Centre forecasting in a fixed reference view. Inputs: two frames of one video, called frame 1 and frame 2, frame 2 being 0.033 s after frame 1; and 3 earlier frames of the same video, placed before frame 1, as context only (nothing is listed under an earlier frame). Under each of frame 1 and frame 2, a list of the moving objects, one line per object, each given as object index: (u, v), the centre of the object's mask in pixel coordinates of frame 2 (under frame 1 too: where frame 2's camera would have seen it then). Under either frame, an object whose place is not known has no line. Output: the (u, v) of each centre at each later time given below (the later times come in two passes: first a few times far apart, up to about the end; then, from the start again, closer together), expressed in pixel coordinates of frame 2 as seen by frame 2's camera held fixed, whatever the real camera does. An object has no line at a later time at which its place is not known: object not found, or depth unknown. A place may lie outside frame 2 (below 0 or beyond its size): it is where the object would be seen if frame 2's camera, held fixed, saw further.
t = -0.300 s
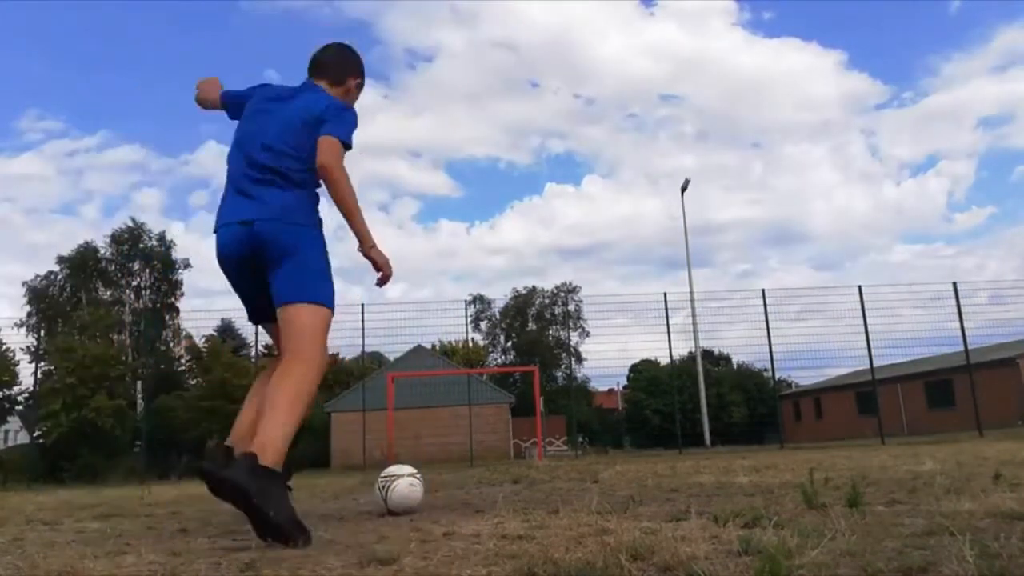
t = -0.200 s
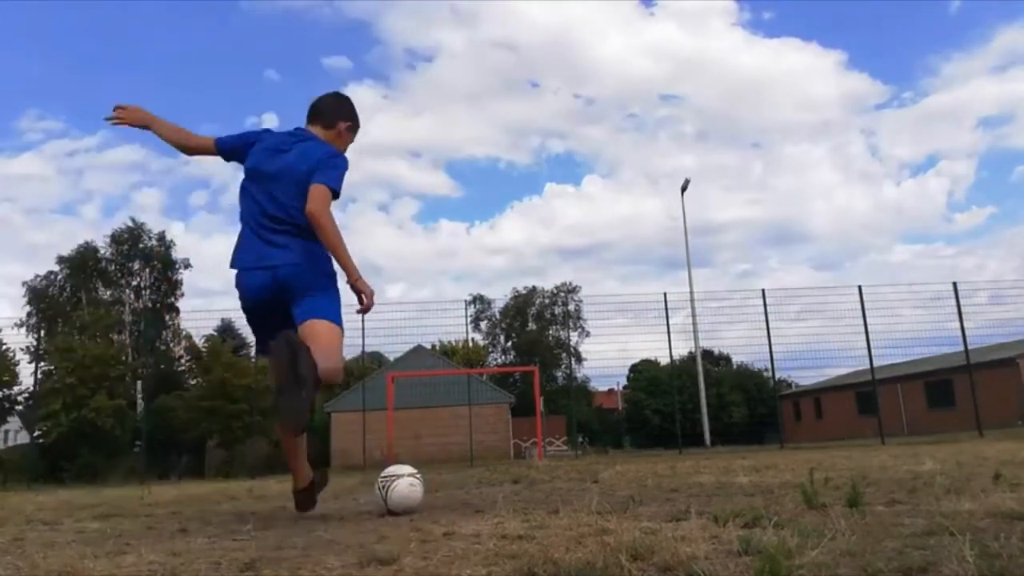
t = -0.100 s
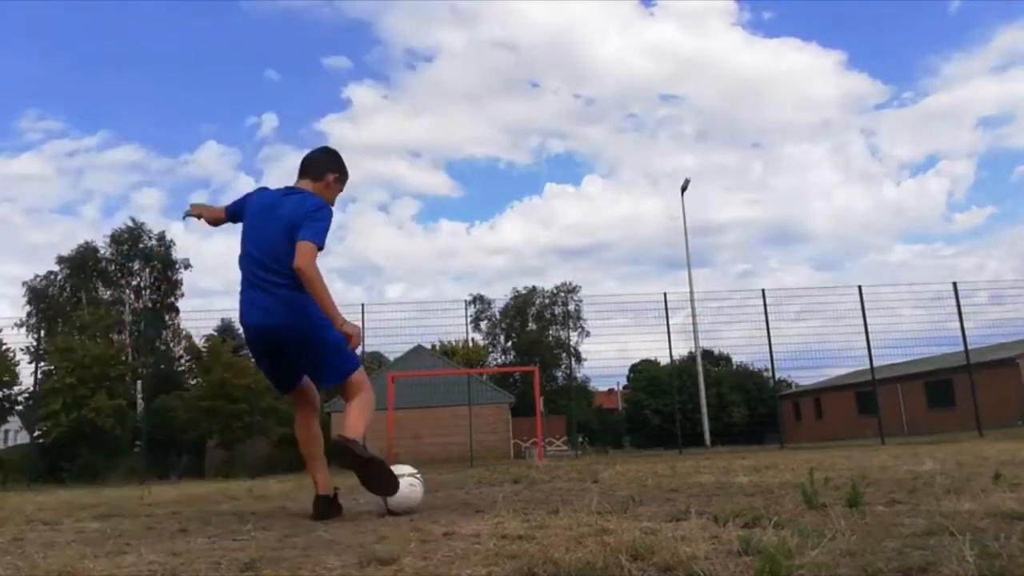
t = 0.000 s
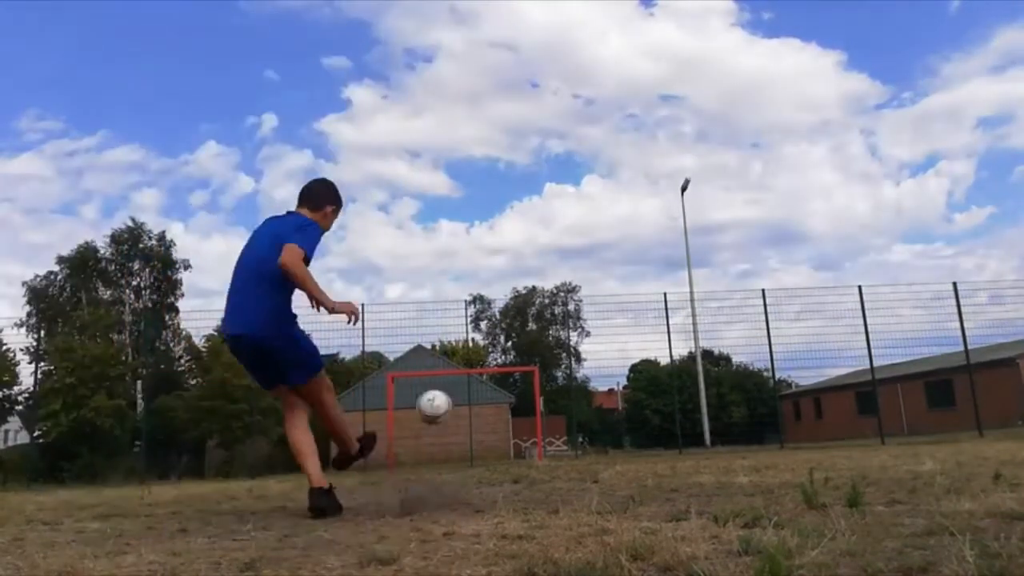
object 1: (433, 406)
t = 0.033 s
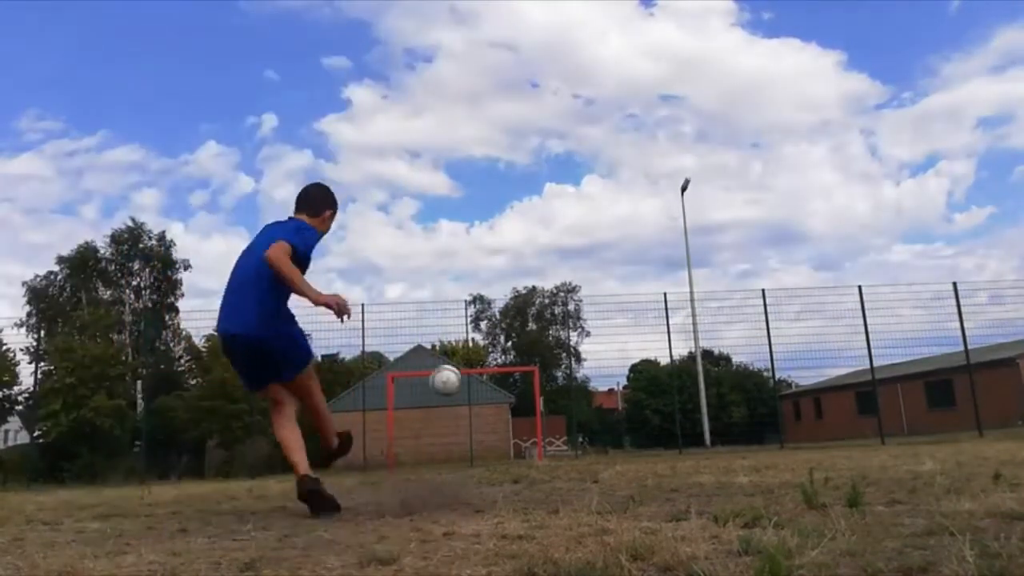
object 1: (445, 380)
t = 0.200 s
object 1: (474, 316)
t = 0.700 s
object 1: (504, 311)
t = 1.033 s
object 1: (516, 343)
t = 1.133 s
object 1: (523, 354)
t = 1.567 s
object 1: (563, 460)
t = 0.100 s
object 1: (460, 347)
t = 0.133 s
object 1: (466, 333)
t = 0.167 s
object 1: (470, 325)
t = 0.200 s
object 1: (474, 316)
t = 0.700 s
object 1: (504, 311)
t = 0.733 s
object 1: (506, 315)
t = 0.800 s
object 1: (508, 318)
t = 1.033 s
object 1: (516, 343)
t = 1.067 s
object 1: (519, 347)
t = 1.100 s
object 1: (521, 350)
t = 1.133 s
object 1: (523, 354)
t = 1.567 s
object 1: (563, 460)
